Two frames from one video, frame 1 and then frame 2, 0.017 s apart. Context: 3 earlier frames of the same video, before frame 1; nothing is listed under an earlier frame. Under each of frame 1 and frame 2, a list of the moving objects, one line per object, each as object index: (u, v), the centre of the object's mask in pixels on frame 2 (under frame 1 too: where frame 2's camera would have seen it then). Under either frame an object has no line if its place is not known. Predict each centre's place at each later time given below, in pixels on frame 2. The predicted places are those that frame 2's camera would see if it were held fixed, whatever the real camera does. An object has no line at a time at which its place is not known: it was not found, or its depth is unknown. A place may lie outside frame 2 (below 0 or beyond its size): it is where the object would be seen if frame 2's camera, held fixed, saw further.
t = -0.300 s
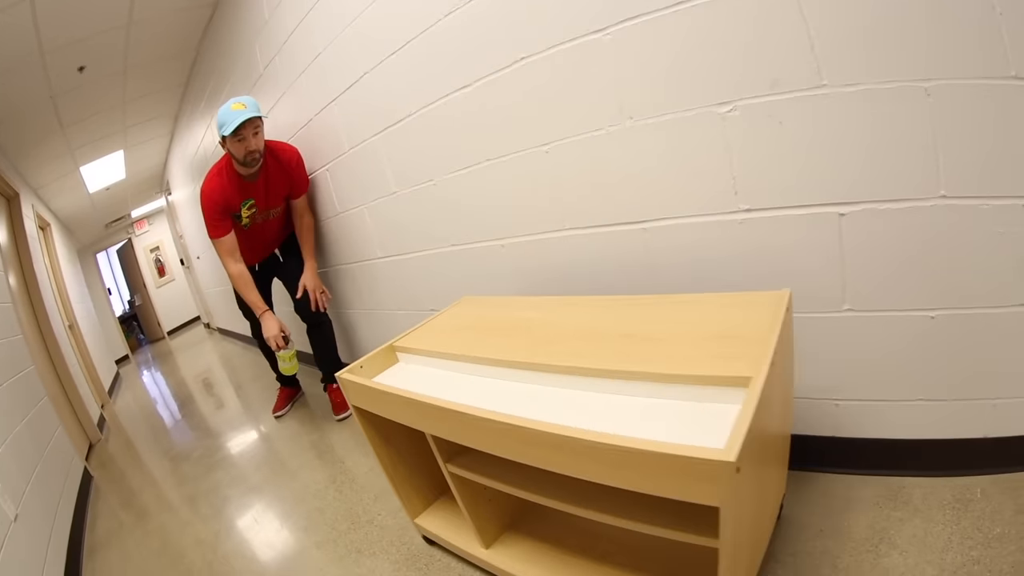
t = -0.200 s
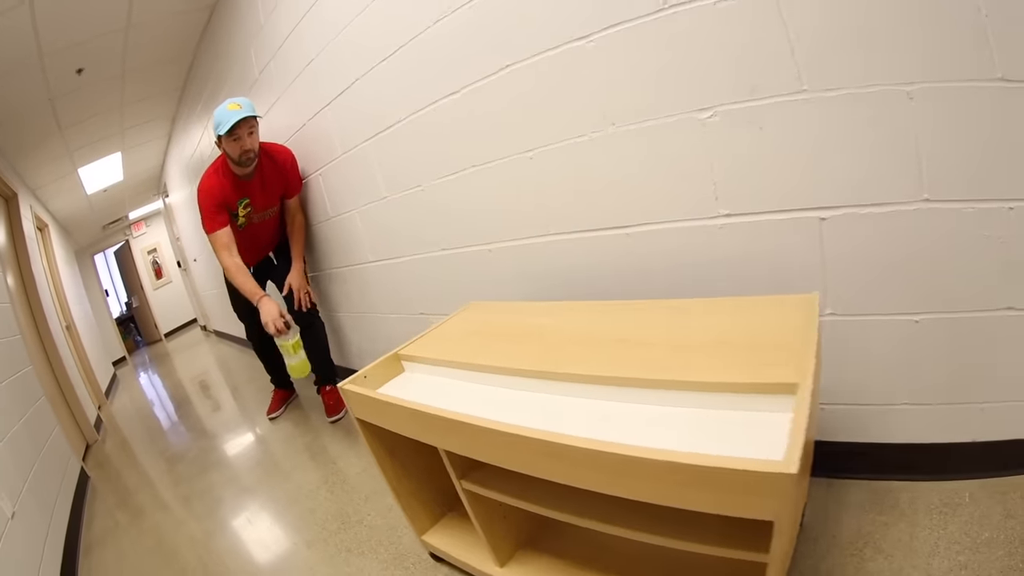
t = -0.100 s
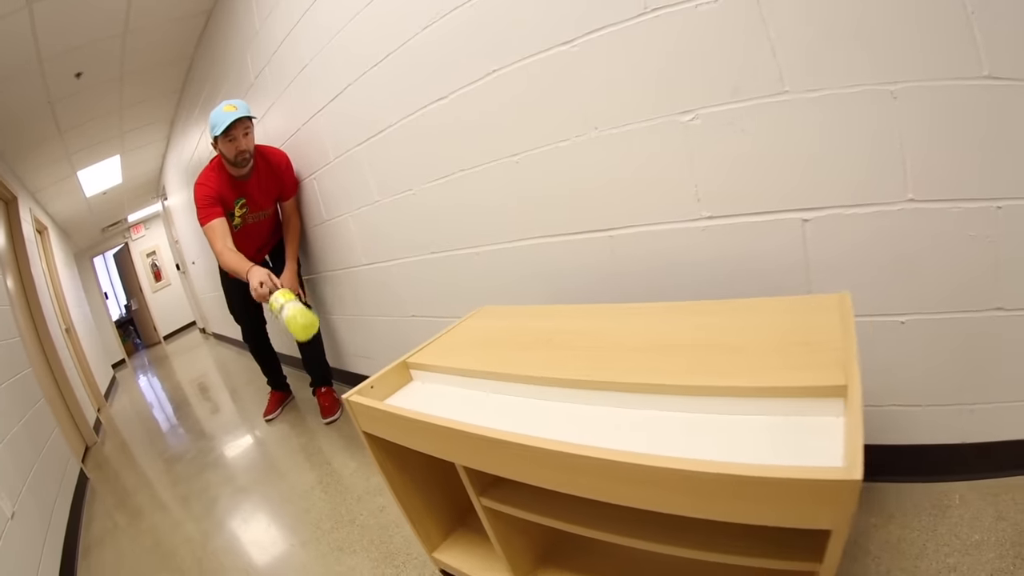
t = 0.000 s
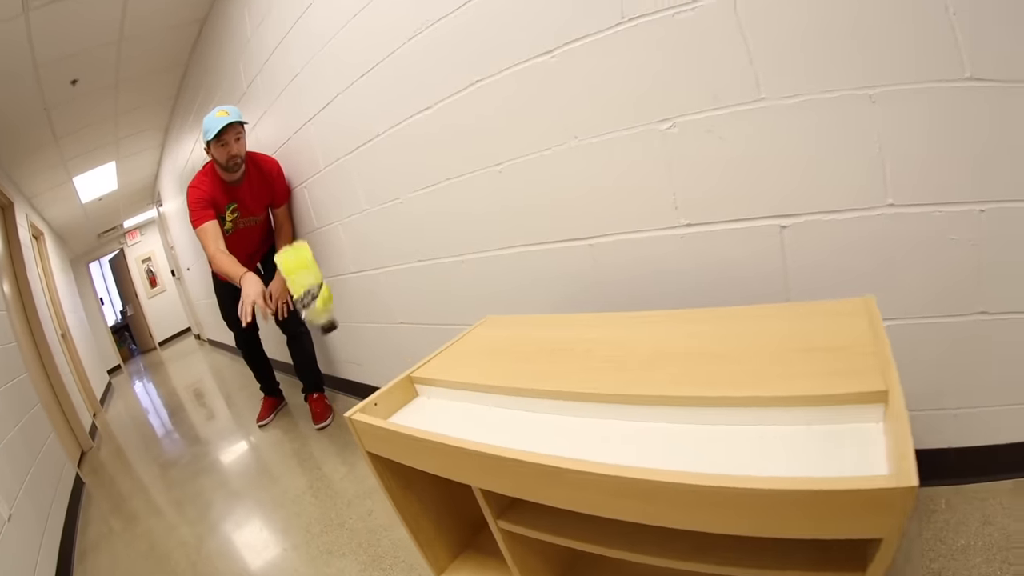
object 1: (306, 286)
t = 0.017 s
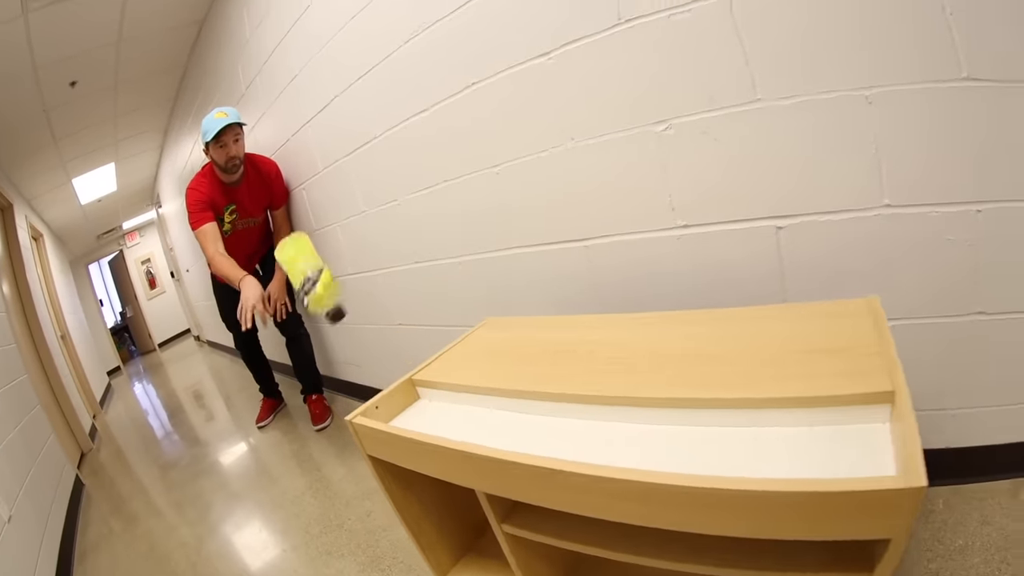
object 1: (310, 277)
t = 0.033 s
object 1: (315, 266)
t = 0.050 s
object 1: (320, 257)
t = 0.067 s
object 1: (328, 248)
